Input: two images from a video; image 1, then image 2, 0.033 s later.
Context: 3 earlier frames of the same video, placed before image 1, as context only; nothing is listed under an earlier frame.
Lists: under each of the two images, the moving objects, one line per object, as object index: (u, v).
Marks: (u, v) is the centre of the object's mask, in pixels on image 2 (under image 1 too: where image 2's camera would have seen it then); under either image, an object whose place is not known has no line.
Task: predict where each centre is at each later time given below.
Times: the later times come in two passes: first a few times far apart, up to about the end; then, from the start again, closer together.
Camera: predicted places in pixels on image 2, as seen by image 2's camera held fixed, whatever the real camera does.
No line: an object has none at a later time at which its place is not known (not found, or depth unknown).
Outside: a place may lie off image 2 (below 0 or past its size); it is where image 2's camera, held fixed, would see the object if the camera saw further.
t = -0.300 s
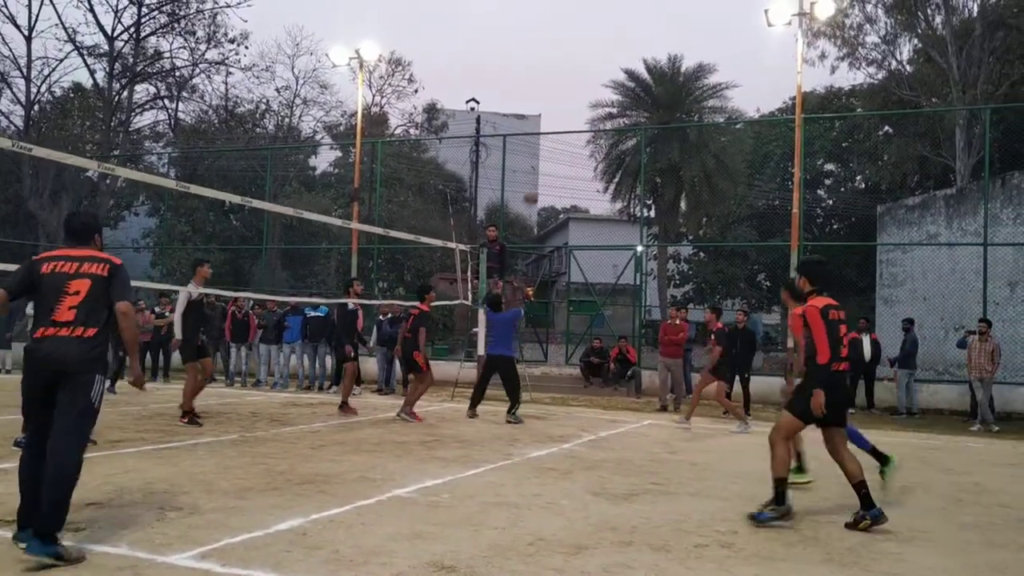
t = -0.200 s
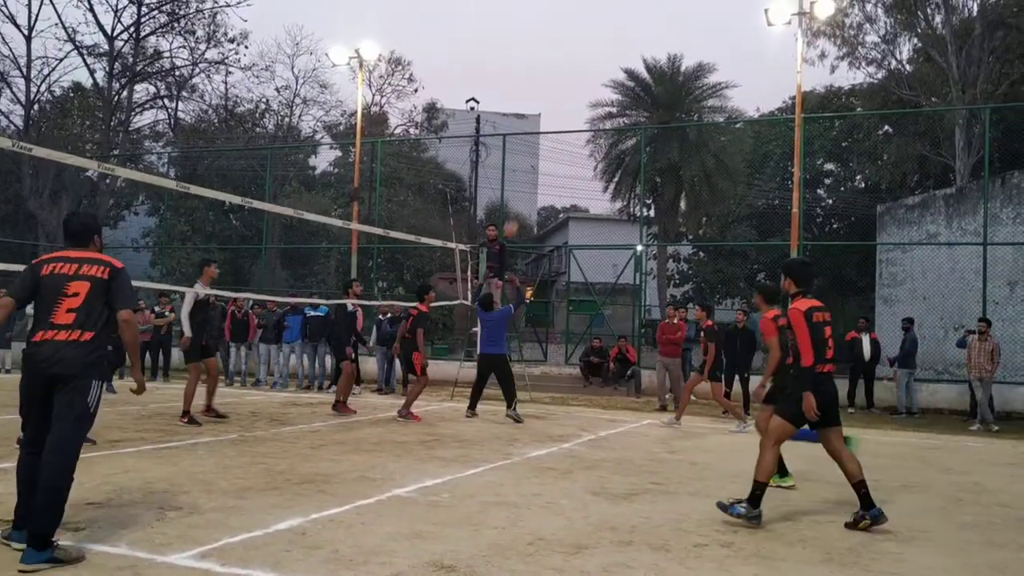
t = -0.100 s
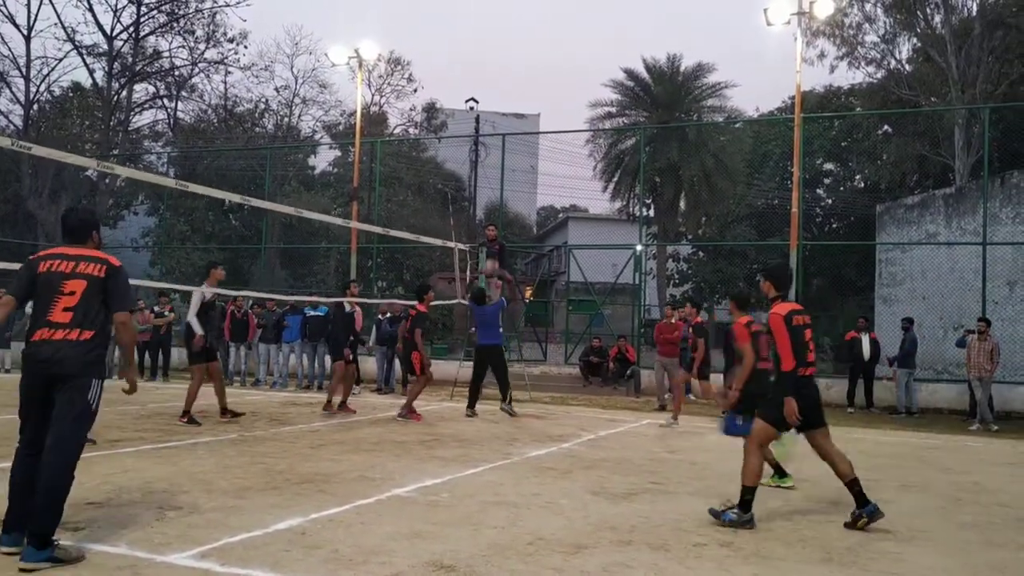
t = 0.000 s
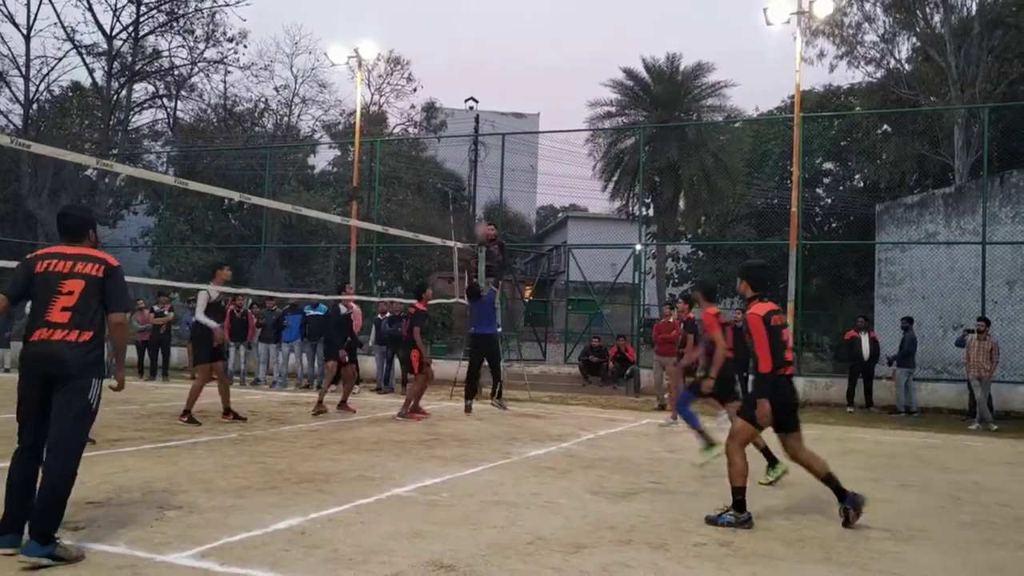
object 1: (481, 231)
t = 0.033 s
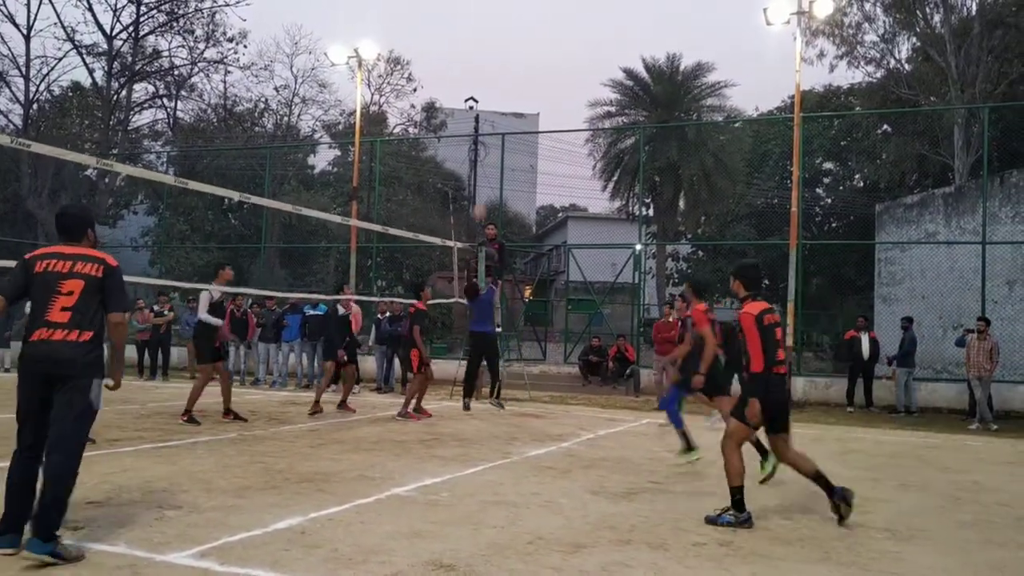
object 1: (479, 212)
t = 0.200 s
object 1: (465, 142)
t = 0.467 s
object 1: (440, 62)
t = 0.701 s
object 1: (414, 35)
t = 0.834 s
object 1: (399, 39)
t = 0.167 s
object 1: (468, 154)
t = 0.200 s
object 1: (465, 142)
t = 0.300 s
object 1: (455, 105)
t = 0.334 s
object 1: (452, 95)
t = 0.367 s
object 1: (449, 86)
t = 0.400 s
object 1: (446, 77)
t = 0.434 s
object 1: (443, 69)
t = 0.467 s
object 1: (440, 62)
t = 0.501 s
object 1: (436, 55)
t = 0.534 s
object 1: (433, 50)
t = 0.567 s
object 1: (429, 45)
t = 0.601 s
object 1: (425, 42)
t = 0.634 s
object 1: (422, 38)
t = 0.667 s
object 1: (418, 36)
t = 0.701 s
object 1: (414, 35)
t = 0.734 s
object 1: (411, 35)
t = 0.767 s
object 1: (407, 36)
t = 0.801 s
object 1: (403, 37)
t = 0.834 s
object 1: (399, 39)
